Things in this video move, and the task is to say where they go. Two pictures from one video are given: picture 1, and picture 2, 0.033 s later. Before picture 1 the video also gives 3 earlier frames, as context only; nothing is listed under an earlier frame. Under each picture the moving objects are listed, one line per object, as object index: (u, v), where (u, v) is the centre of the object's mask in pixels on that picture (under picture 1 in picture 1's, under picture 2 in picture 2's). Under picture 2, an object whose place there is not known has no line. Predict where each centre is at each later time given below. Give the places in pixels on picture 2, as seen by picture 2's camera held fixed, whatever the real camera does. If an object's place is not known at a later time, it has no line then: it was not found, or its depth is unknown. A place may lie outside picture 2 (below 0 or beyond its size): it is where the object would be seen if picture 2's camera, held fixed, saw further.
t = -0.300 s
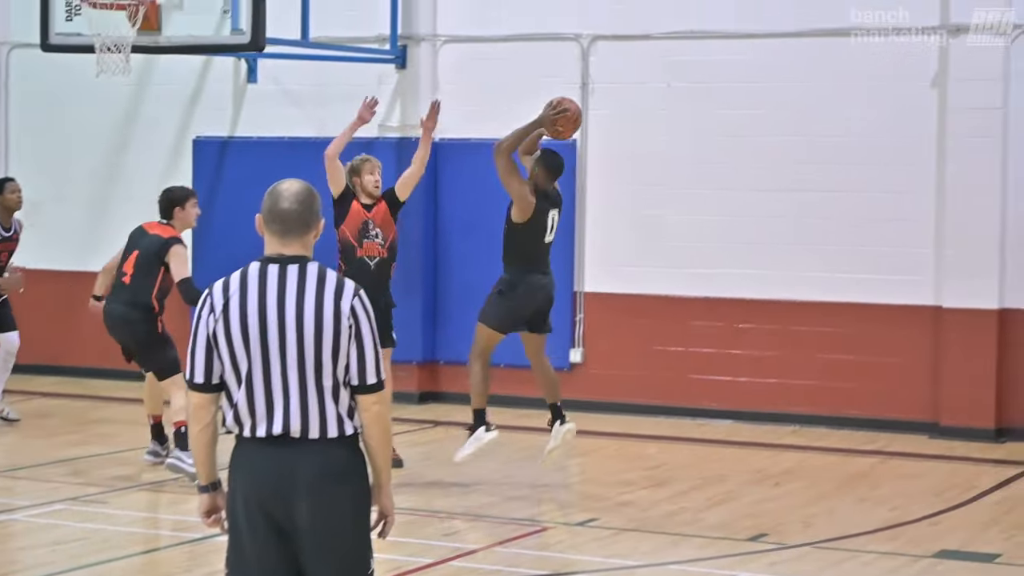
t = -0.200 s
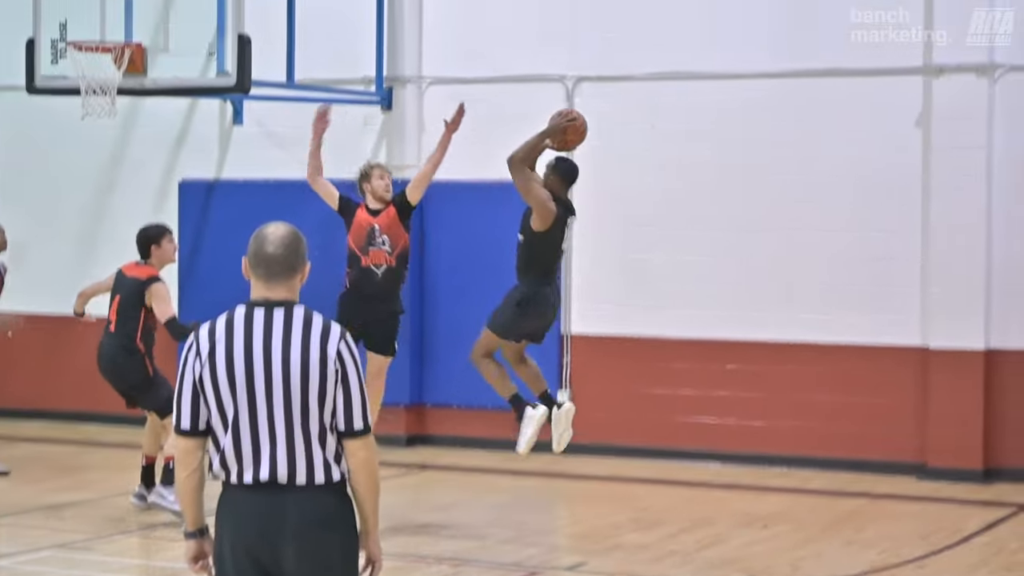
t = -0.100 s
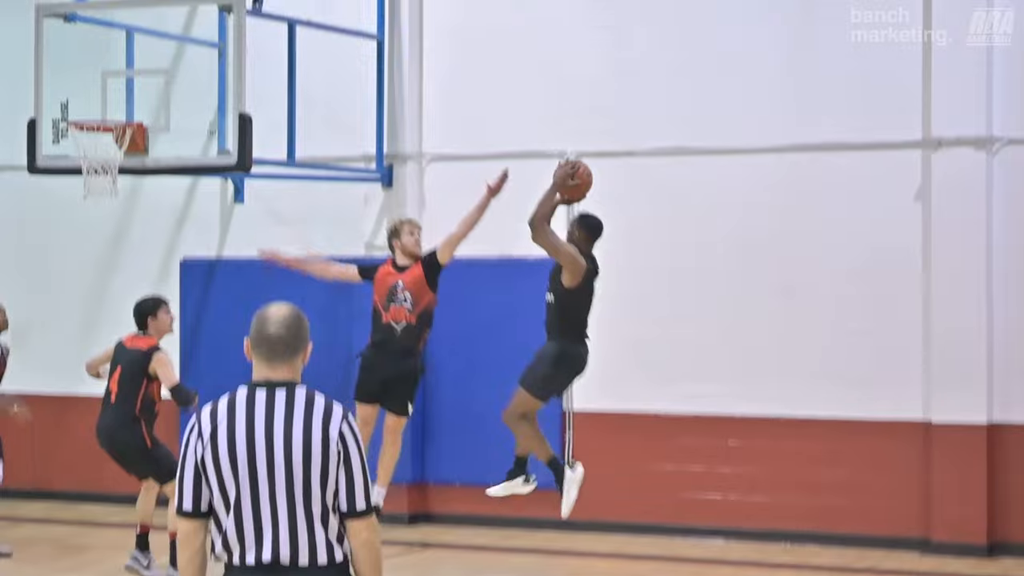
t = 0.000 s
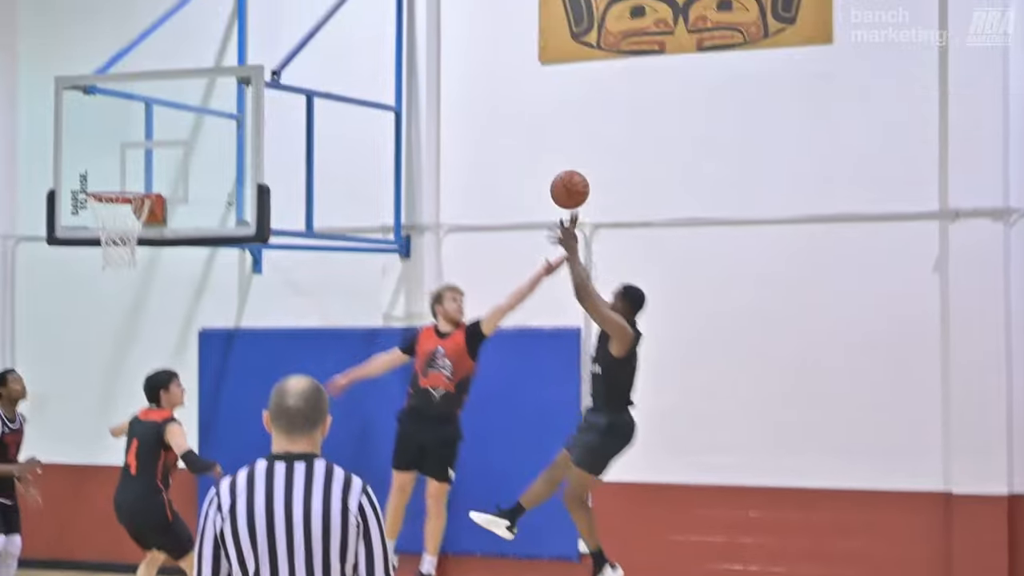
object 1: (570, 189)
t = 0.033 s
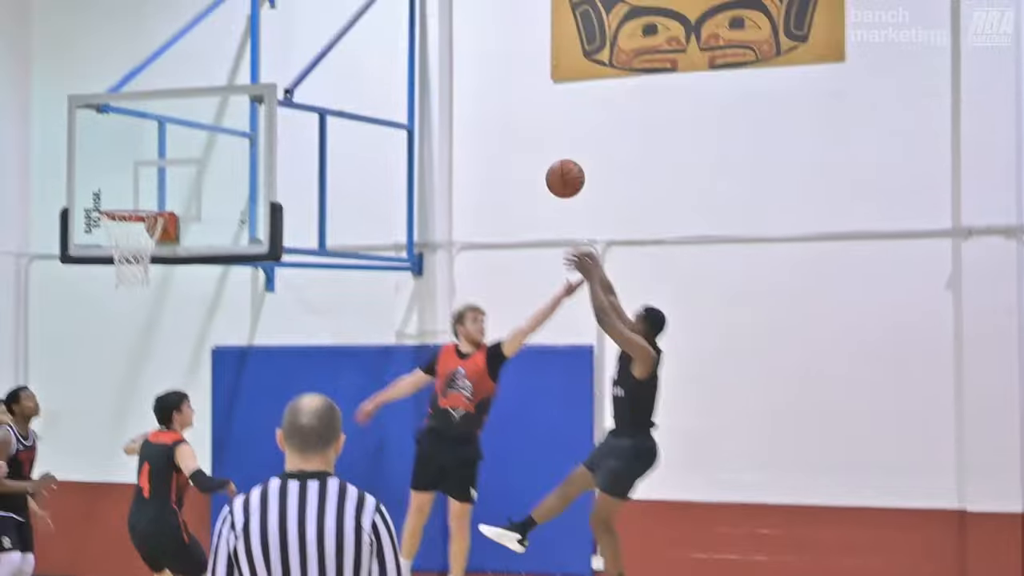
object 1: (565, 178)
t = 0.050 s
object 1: (556, 164)
